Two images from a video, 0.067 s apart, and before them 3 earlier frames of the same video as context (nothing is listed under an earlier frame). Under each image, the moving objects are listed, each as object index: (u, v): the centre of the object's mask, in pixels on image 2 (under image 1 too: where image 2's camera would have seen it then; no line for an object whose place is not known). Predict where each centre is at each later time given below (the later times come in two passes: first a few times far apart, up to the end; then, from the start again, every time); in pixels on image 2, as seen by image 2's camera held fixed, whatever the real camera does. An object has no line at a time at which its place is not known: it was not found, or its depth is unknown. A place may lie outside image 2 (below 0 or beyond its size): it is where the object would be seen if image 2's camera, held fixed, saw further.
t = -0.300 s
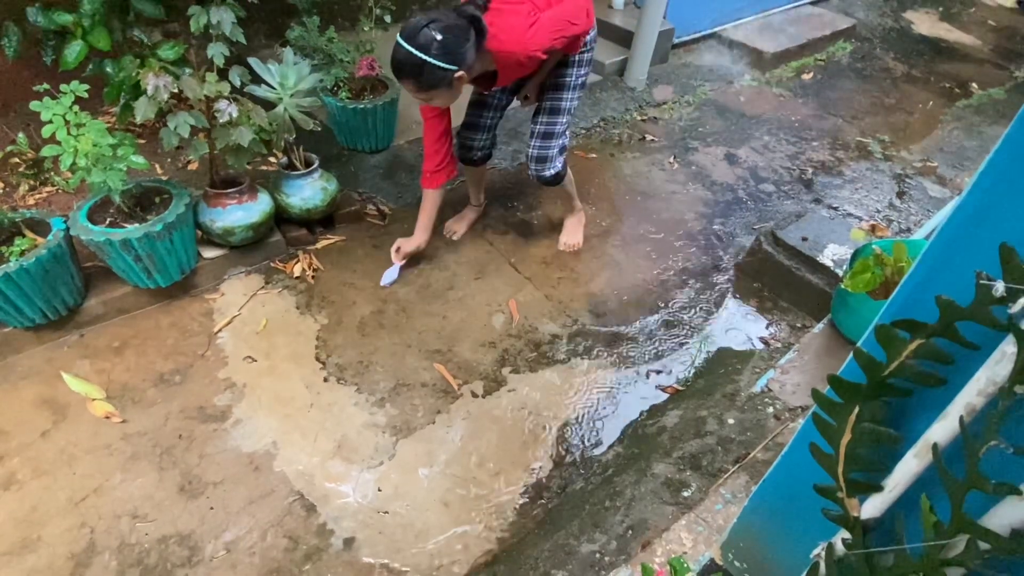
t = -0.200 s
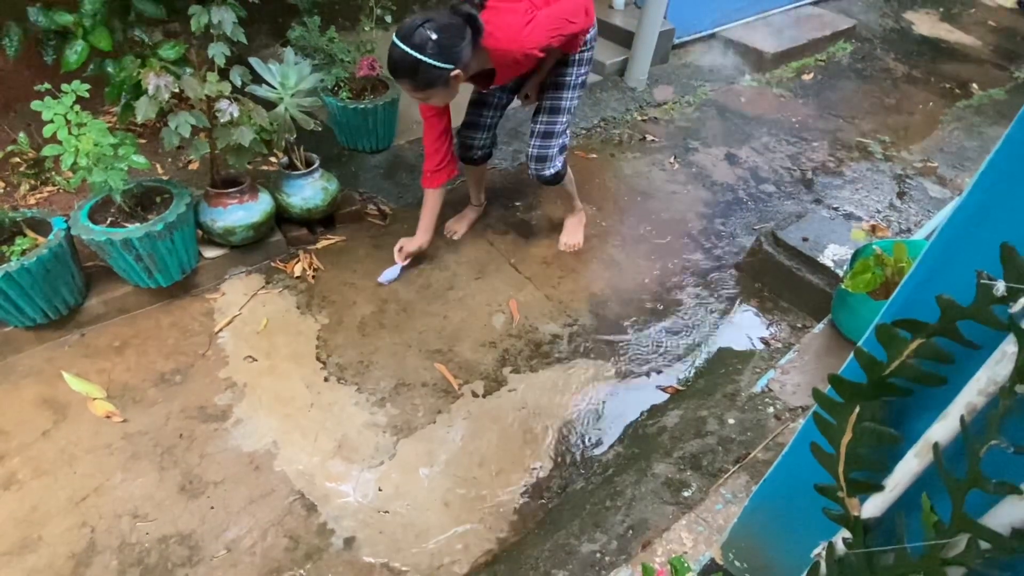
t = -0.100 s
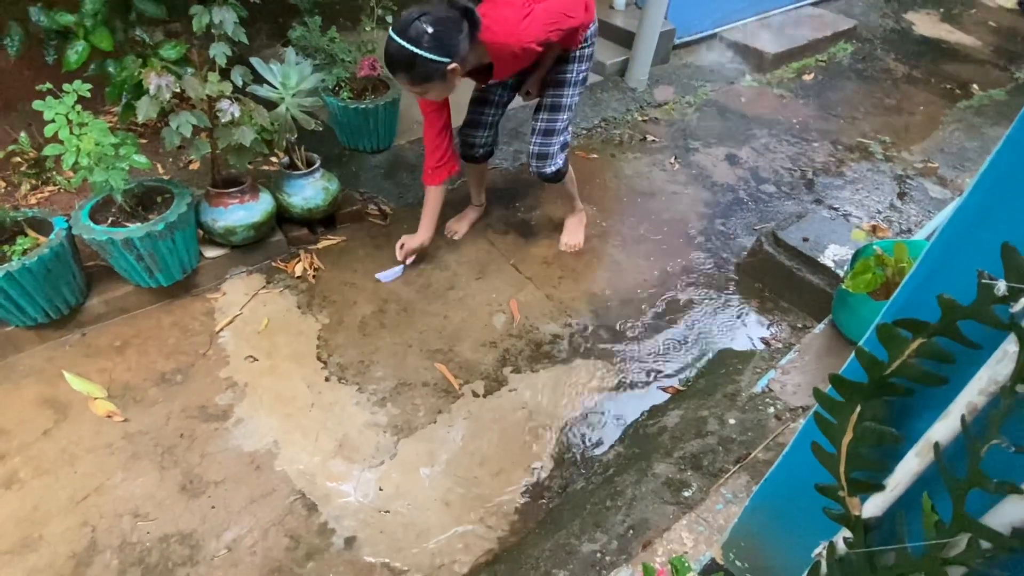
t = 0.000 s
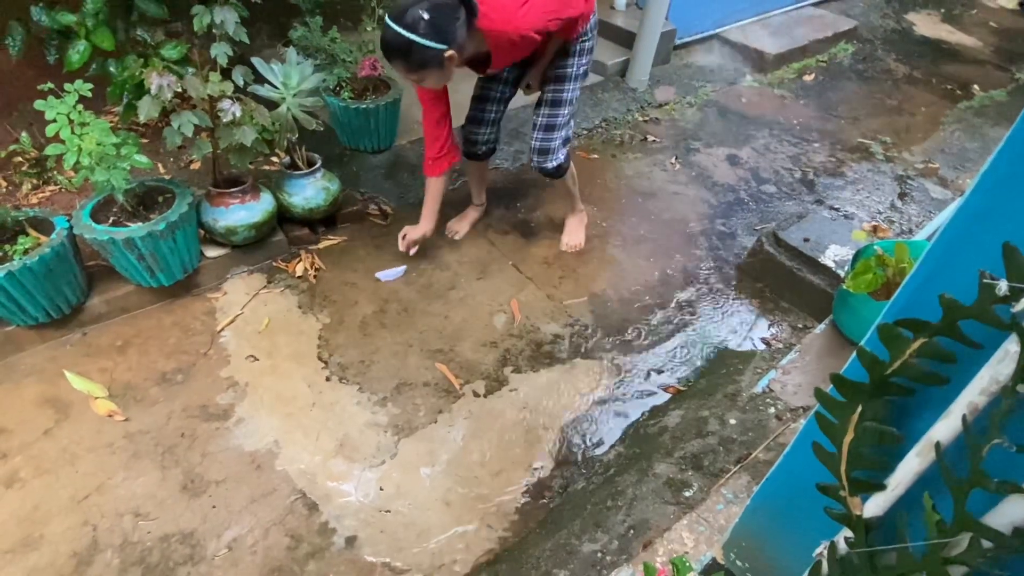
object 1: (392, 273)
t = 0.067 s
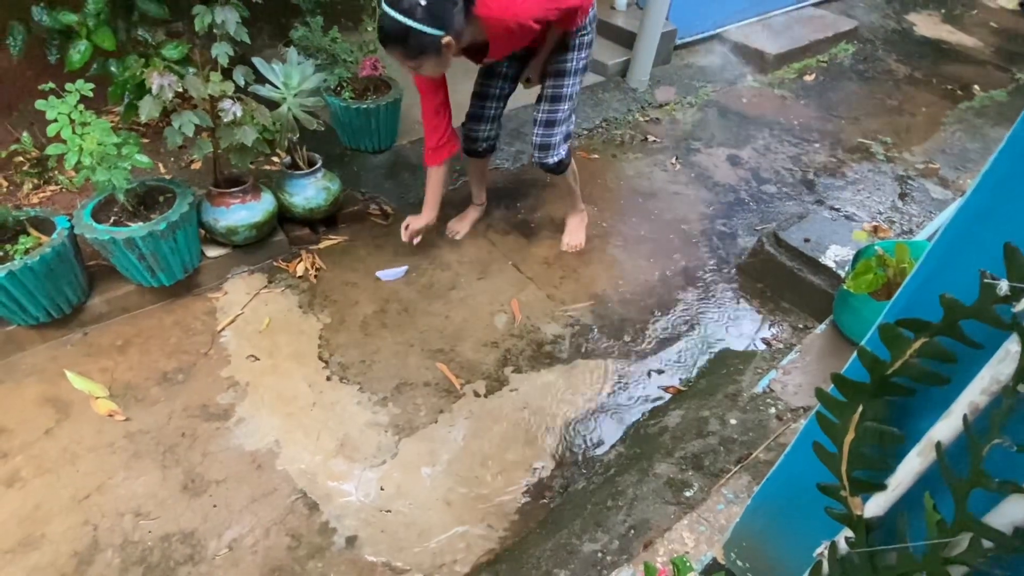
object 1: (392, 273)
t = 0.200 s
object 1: (393, 273)
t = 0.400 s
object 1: (395, 273)
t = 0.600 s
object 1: (396, 274)
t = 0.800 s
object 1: (396, 275)
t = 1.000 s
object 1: (395, 276)
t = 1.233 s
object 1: (394, 277)
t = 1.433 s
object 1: (393, 278)
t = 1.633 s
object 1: (391, 279)
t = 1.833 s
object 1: (389, 279)
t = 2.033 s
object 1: (387, 279)
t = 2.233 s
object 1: (386, 279)
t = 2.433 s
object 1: (382, 280)
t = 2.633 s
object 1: (379, 281)
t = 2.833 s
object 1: (375, 282)
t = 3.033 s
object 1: (371, 284)
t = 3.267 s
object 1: (366, 286)
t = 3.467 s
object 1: (361, 287)
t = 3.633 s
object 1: (356, 289)
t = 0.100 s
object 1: (392, 273)
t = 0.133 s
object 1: (392, 273)
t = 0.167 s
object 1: (392, 273)
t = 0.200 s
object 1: (393, 273)
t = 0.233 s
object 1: (393, 273)
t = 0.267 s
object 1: (393, 273)
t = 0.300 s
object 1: (394, 273)
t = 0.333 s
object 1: (394, 273)
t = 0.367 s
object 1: (394, 273)
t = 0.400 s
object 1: (395, 273)
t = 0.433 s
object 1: (395, 273)
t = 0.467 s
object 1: (395, 273)
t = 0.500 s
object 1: (395, 273)
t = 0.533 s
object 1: (395, 273)
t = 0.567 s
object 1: (395, 274)
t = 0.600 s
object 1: (396, 274)
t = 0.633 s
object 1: (396, 274)
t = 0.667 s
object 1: (396, 274)
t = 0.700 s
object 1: (396, 274)
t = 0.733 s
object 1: (396, 274)
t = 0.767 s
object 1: (396, 274)
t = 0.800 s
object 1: (396, 275)
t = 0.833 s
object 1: (396, 274)
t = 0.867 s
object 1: (396, 275)
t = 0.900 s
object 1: (396, 275)
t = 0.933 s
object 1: (395, 276)
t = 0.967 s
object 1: (395, 276)
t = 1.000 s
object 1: (395, 276)
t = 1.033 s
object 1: (395, 276)
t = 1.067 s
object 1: (395, 276)
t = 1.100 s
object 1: (395, 277)
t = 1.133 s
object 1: (395, 277)
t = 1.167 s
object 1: (395, 277)
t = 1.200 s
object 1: (394, 277)
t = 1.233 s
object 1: (394, 277)
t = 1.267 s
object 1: (394, 278)
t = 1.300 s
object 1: (394, 278)
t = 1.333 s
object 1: (393, 278)
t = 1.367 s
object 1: (393, 278)
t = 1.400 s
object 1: (393, 278)
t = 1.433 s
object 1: (393, 278)
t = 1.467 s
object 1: (392, 278)
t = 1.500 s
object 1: (392, 278)
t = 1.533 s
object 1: (392, 278)
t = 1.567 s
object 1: (392, 279)
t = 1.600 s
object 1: (391, 279)
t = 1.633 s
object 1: (391, 279)
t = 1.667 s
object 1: (391, 279)
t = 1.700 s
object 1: (390, 279)
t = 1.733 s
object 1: (390, 279)
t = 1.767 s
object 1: (390, 279)
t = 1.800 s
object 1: (389, 279)
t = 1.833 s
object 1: (389, 279)
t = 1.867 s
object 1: (388, 279)
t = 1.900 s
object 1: (388, 279)
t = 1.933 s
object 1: (388, 279)
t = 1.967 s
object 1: (387, 279)
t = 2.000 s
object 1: (387, 279)
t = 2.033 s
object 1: (387, 279)
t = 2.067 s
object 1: (386, 279)
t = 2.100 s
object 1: (386, 279)
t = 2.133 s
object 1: (386, 279)
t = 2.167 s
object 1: (386, 279)
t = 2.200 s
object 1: (386, 279)
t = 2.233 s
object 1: (386, 279)
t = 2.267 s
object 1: (385, 279)
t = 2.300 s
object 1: (385, 279)
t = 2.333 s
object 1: (384, 279)
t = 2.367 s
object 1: (383, 279)
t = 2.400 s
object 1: (383, 280)
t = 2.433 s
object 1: (382, 280)
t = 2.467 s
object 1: (382, 280)
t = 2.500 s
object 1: (381, 280)
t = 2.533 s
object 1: (381, 280)
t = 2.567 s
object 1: (380, 281)
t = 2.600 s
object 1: (380, 281)
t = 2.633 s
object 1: (379, 281)
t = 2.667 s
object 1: (379, 282)
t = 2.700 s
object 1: (378, 282)
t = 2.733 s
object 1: (377, 282)
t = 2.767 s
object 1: (377, 282)
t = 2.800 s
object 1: (376, 282)
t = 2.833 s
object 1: (375, 282)
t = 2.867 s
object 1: (375, 283)
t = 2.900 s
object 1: (374, 283)
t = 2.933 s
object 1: (373, 283)
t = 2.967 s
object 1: (372, 284)
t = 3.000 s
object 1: (372, 284)
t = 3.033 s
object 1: (371, 284)
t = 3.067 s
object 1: (370, 284)
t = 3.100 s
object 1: (369, 285)
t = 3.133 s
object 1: (369, 285)
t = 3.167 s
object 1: (368, 285)
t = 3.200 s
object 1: (367, 285)
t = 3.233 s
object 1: (366, 286)
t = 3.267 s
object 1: (366, 286)
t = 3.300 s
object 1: (365, 286)
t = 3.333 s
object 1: (364, 286)
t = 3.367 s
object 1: (363, 287)
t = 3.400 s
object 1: (362, 287)
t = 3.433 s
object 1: (361, 287)
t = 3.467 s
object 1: (361, 287)
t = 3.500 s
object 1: (360, 288)
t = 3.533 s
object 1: (359, 288)
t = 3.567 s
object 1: (358, 289)
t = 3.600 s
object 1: (357, 289)
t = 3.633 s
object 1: (356, 289)
